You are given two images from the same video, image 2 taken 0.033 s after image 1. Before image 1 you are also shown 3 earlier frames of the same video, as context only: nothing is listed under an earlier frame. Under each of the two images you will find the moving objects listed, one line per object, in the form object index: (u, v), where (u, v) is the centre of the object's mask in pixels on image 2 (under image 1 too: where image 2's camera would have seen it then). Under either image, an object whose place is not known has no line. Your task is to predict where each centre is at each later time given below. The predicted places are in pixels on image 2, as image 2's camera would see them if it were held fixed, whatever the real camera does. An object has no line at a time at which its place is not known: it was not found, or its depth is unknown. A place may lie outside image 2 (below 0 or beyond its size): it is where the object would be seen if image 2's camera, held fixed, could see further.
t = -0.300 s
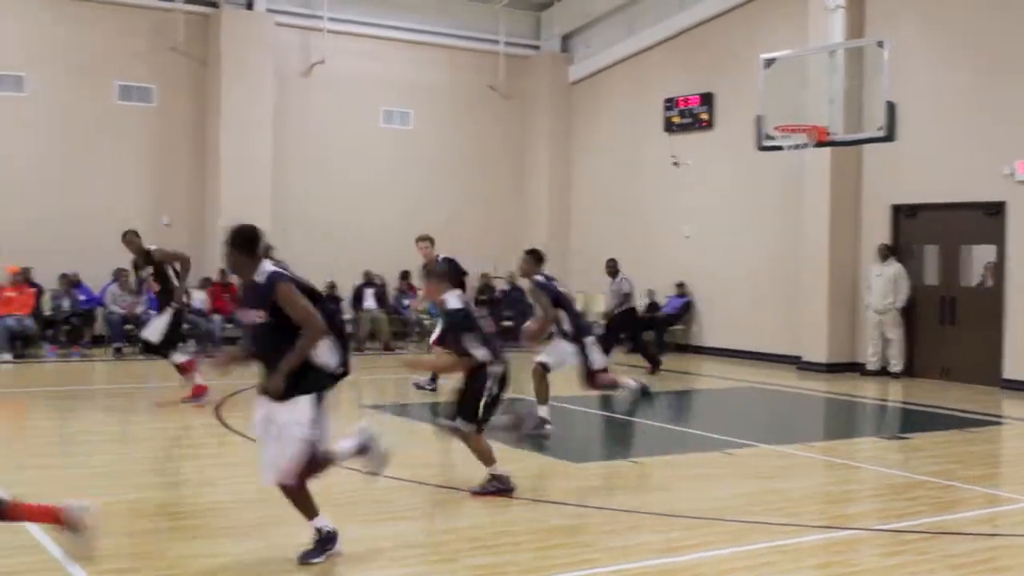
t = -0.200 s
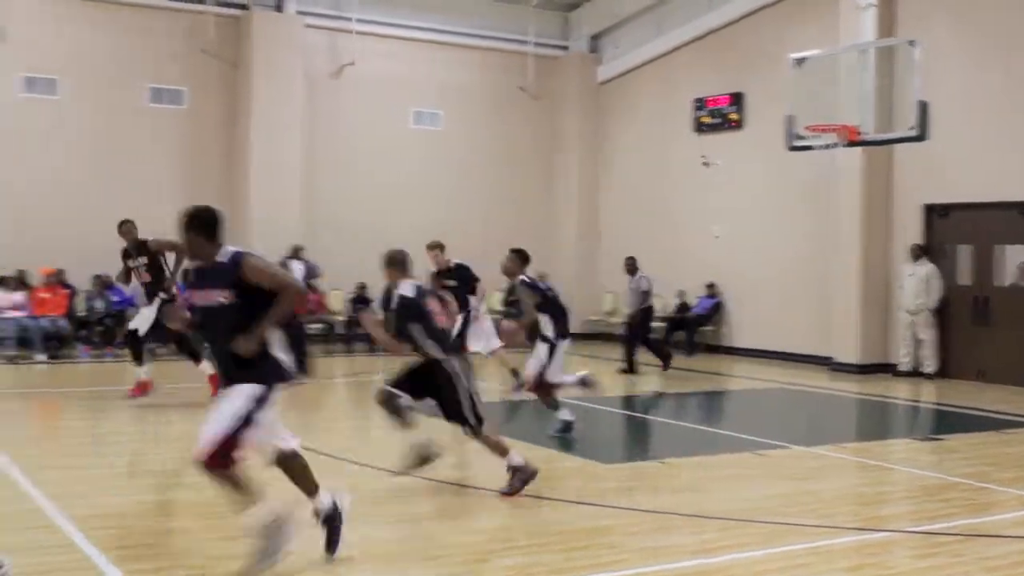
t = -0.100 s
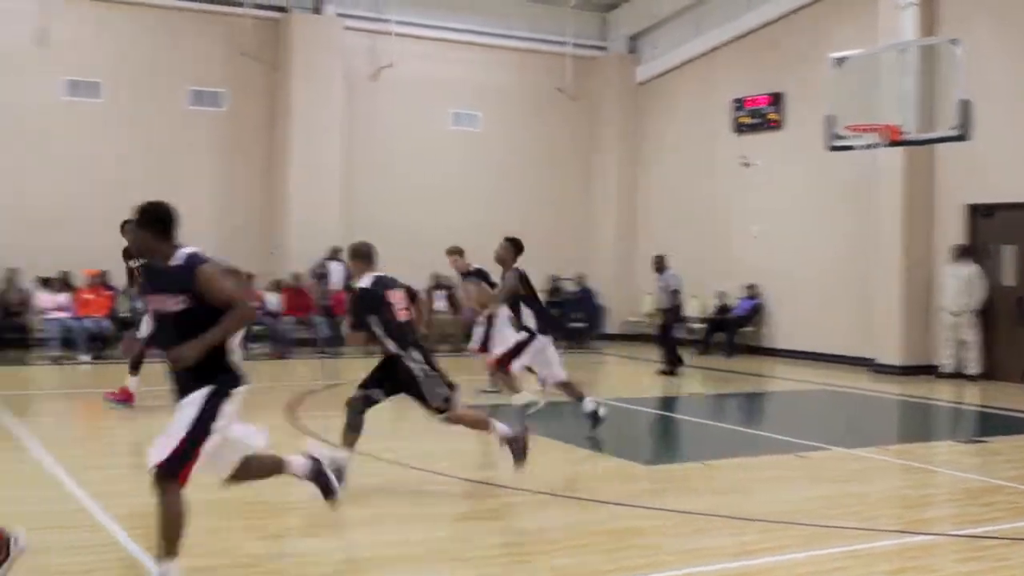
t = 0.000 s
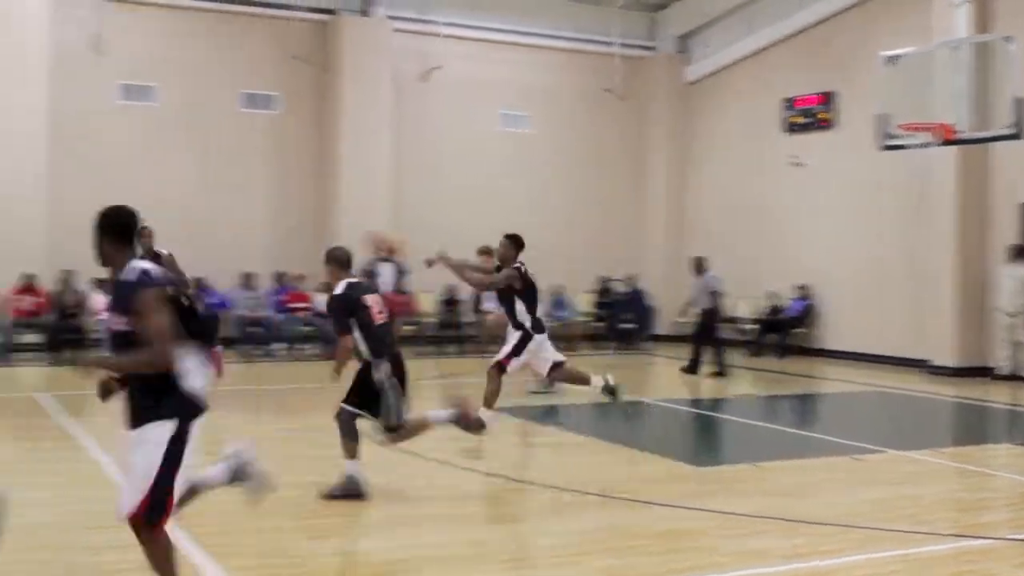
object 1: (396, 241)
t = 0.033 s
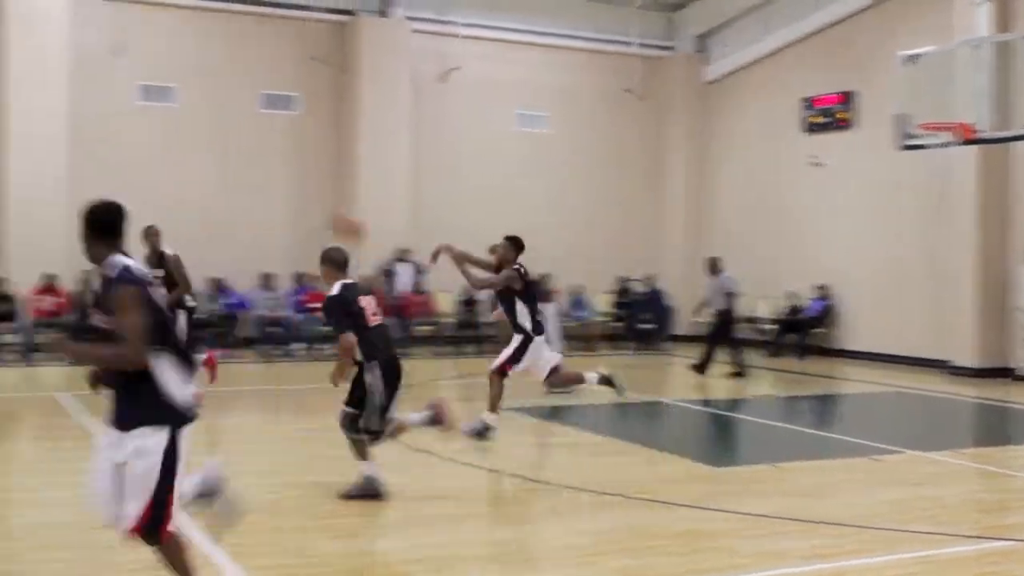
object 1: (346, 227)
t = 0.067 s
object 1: (295, 212)
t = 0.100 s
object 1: (241, 195)
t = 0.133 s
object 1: (188, 180)
